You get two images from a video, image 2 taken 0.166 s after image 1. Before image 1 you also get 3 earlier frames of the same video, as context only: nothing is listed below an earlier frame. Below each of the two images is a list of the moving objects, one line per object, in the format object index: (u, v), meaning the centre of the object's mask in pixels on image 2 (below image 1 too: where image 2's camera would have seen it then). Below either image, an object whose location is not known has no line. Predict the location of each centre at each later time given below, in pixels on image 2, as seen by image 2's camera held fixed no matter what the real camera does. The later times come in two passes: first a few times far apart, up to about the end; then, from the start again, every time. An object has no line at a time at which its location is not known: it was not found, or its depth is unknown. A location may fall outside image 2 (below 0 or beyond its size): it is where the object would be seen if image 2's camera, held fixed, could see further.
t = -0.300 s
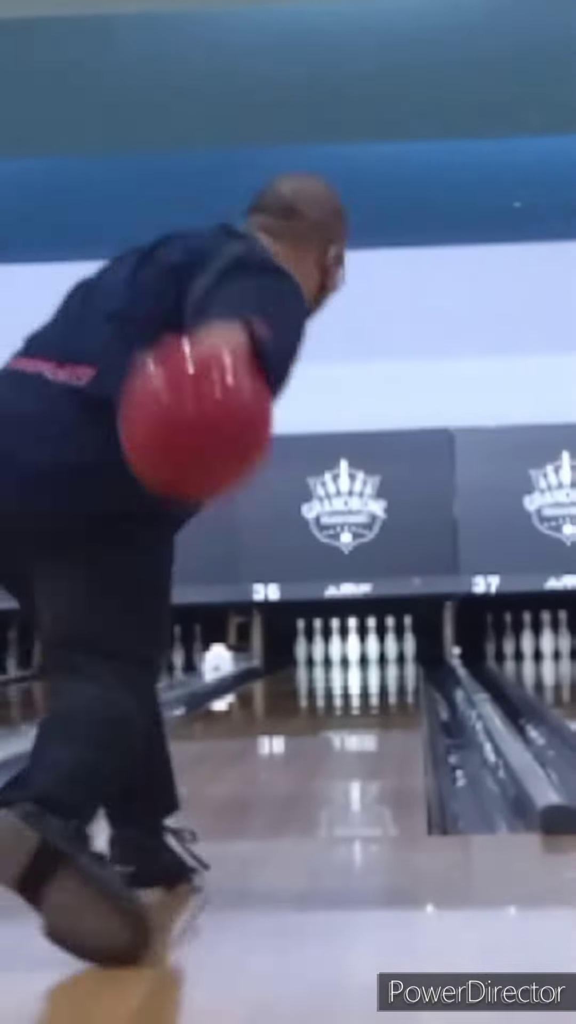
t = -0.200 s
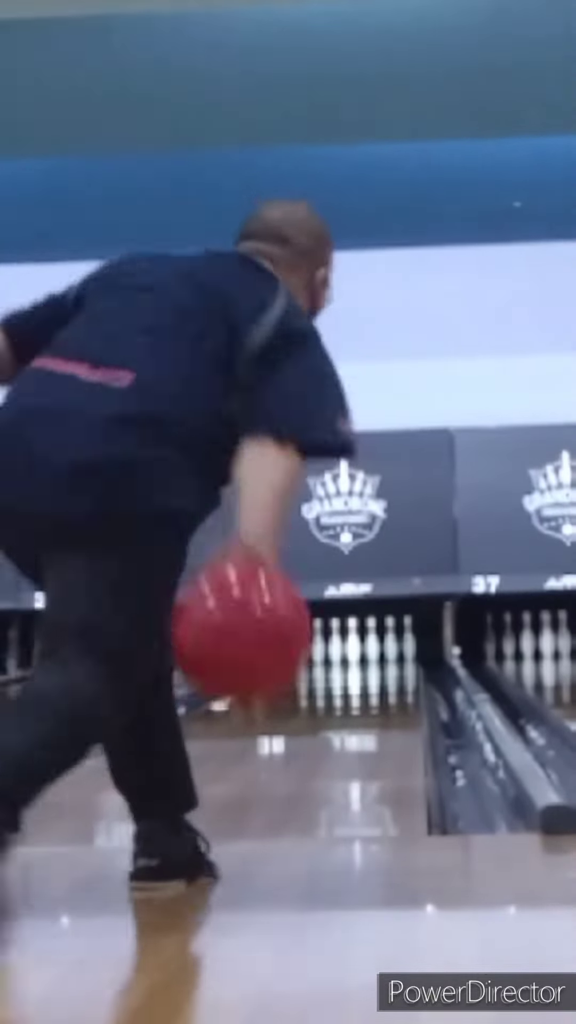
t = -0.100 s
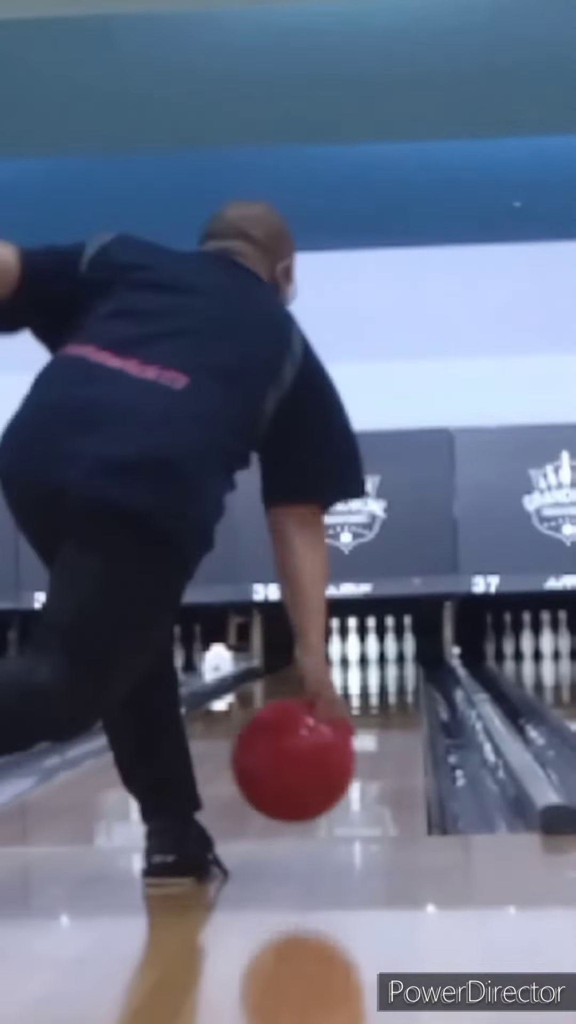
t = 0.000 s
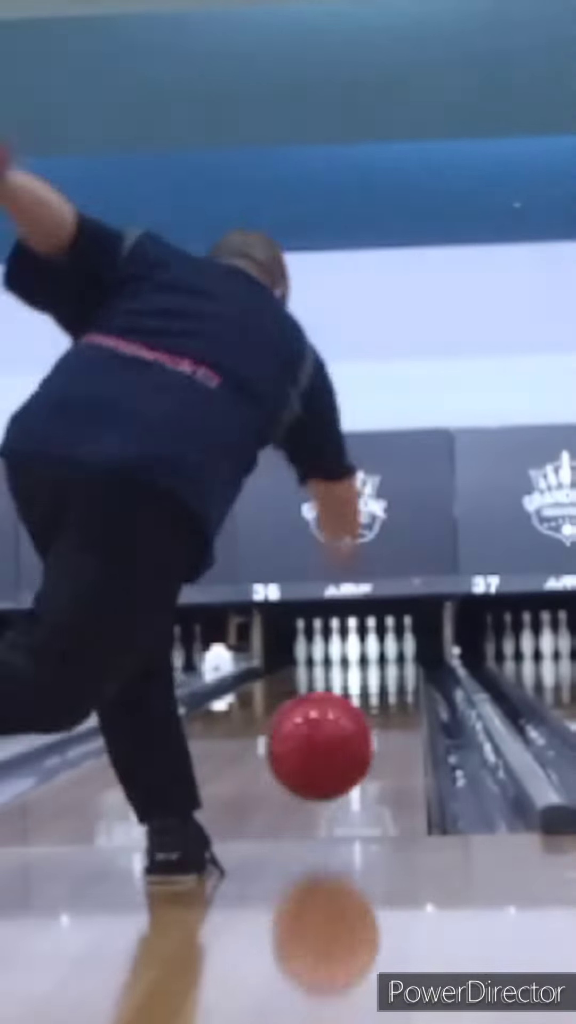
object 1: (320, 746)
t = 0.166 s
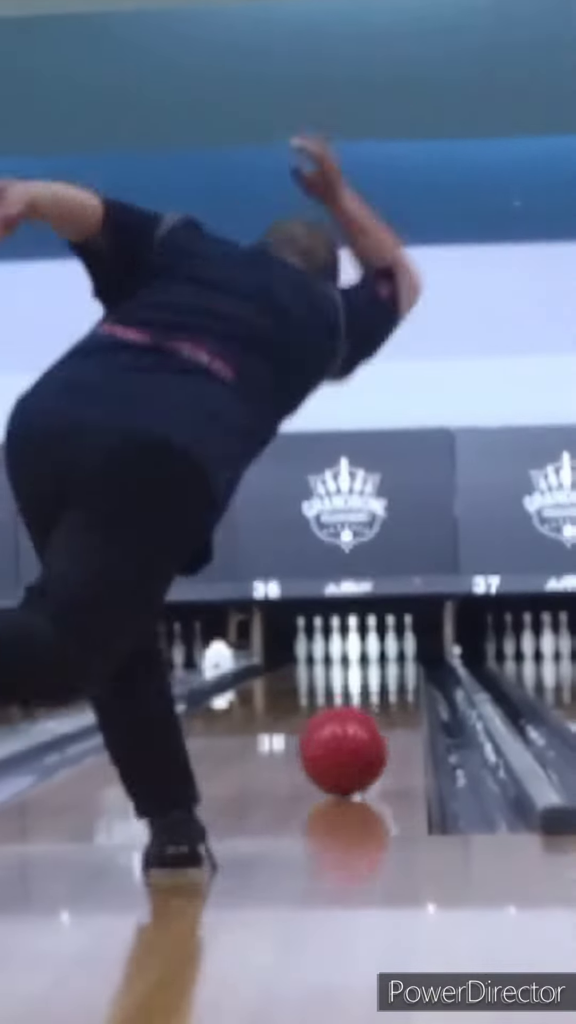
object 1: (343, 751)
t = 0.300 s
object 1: (356, 733)
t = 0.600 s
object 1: (373, 705)
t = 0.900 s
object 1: (383, 687)
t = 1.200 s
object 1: (387, 676)
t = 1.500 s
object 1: (389, 668)
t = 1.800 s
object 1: (389, 660)
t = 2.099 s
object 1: (385, 655)
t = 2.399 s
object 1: (372, 653)
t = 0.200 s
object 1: (347, 748)
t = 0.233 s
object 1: (351, 743)
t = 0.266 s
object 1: (353, 738)
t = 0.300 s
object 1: (356, 733)
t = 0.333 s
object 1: (358, 729)
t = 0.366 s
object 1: (360, 726)
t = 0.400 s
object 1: (362, 722)
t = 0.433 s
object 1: (363, 719)
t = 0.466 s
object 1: (366, 716)
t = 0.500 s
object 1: (368, 713)
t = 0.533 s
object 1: (370, 710)
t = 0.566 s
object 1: (372, 707)
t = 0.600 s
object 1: (373, 705)
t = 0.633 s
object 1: (375, 702)
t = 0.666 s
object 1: (376, 700)
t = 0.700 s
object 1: (378, 699)
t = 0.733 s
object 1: (378, 697)
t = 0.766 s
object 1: (380, 695)
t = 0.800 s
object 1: (381, 693)
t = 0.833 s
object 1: (381, 691)
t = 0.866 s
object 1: (382, 690)
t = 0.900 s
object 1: (383, 687)
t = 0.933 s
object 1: (384, 686)
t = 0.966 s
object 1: (384, 686)
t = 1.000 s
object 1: (384, 684)
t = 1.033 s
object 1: (385, 683)
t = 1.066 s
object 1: (386, 681)
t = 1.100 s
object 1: (385, 680)
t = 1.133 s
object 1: (386, 678)
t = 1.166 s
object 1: (386, 677)
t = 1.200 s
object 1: (387, 676)
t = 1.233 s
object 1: (387, 675)
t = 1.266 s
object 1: (387, 674)
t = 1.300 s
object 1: (388, 673)
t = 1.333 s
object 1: (388, 672)
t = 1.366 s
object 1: (388, 672)
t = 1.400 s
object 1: (388, 671)
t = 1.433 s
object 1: (389, 670)
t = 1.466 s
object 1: (389, 669)
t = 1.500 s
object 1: (389, 668)
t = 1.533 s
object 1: (389, 667)
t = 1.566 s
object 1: (389, 666)
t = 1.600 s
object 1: (389, 665)
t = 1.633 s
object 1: (389, 664)
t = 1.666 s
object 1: (389, 663)
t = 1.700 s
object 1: (389, 663)
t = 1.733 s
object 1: (389, 662)
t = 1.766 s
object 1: (389, 661)
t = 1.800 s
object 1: (389, 660)
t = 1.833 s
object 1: (388, 659)
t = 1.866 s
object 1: (388, 658)
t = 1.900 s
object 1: (388, 658)
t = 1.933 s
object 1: (388, 658)
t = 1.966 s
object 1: (387, 656)
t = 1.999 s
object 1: (386, 656)
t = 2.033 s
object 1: (386, 655)
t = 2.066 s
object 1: (386, 655)
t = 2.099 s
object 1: (385, 655)
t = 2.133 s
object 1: (383, 655)
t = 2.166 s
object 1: (382, 654)
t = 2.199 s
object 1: (380, 654)
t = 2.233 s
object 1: (379, 654)
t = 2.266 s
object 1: (377, 654)
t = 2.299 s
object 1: (376, 653)
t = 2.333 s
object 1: (375, 653)
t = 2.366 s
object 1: (373, 653)
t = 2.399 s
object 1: (372, 653)
